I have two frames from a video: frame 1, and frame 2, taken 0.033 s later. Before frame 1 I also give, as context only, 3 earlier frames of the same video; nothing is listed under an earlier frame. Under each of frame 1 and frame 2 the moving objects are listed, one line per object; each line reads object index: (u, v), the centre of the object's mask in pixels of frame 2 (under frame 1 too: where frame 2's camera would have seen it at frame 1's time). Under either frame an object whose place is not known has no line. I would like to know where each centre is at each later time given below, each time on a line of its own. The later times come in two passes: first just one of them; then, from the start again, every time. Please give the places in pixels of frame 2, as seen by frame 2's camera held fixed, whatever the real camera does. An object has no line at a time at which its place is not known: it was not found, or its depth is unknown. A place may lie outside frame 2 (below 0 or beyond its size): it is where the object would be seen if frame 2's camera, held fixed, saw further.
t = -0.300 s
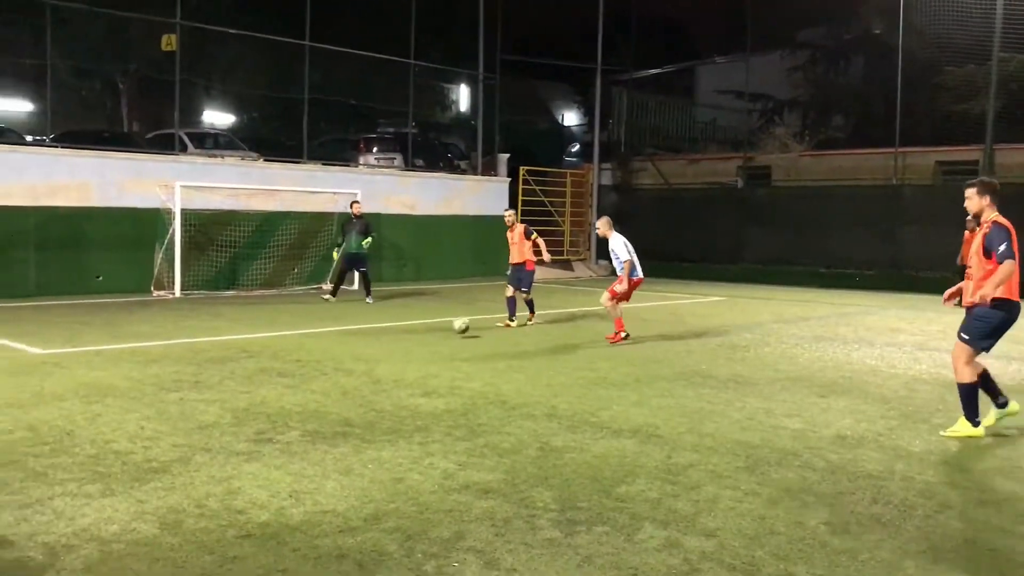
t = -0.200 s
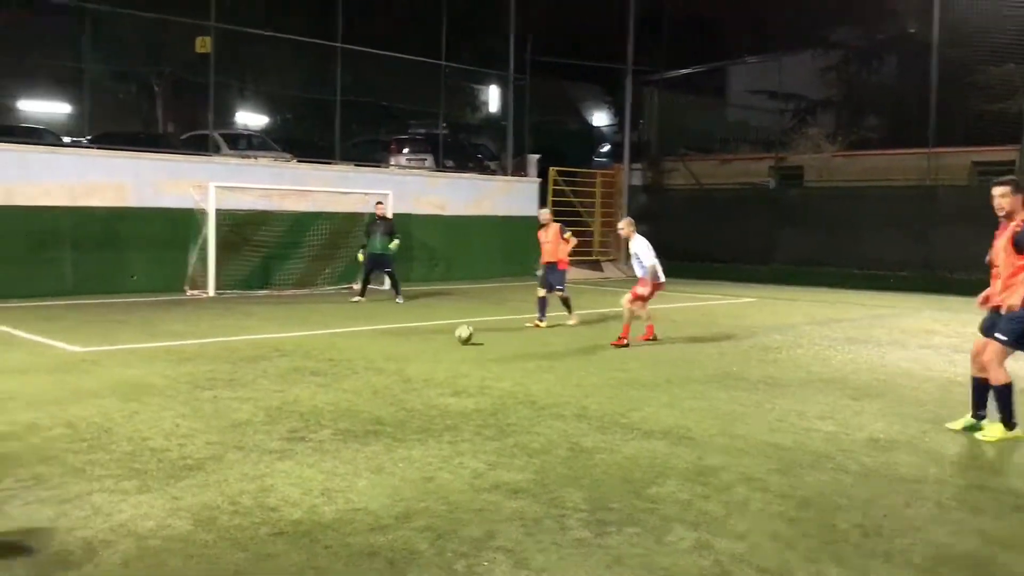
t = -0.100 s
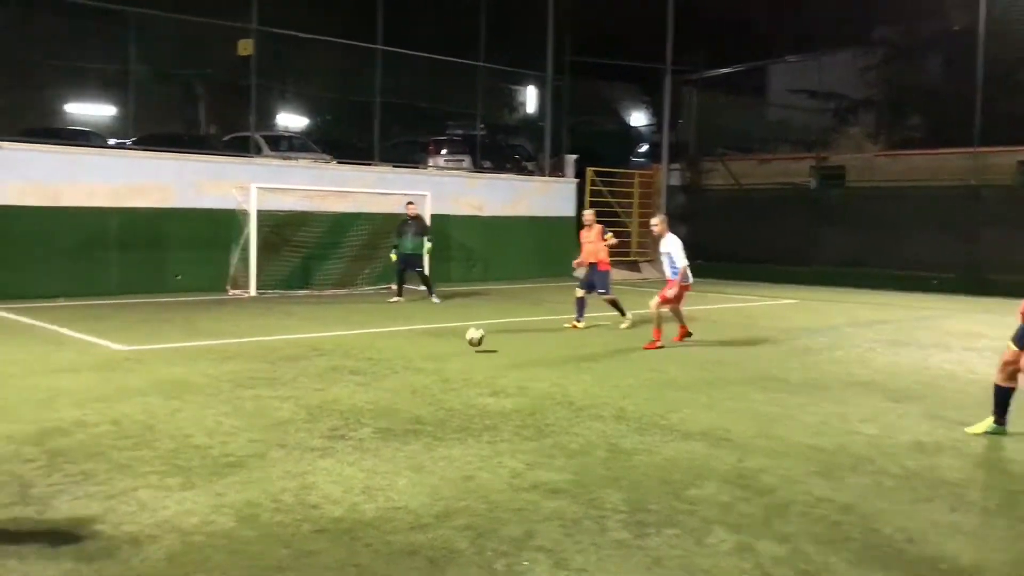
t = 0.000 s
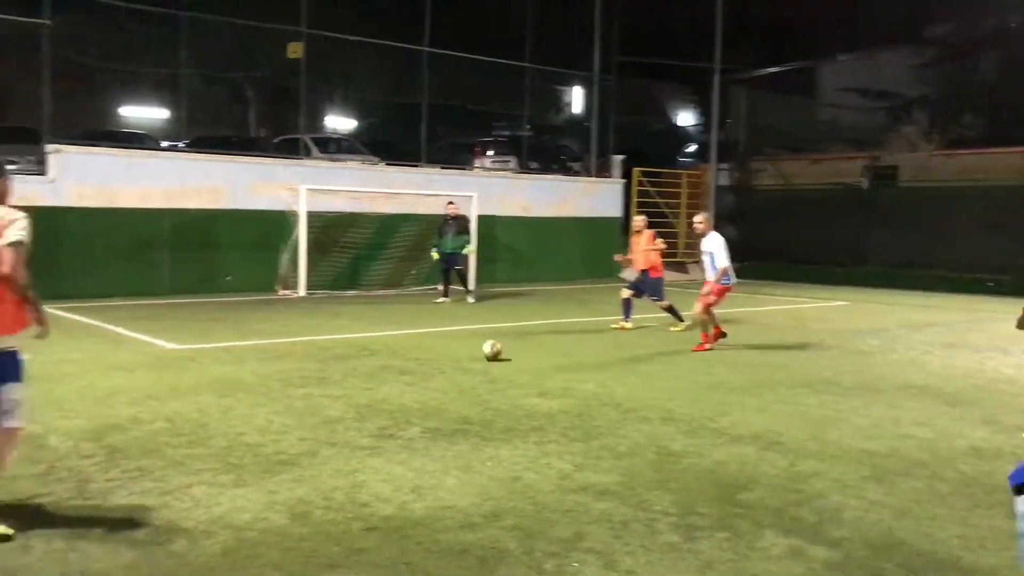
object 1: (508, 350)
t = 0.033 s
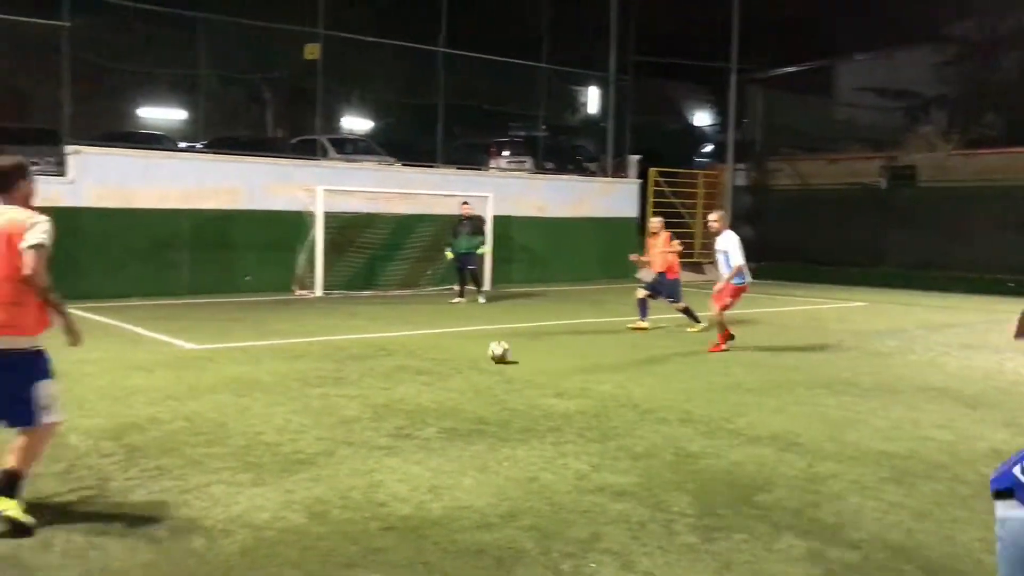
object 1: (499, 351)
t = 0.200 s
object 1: (449, 362)
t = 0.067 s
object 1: (489, 351)
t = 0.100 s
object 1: (479, 352)
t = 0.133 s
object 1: (469, 353)
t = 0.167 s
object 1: (460, 357)
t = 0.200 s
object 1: (449, 362)
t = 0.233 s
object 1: (438, 367)
